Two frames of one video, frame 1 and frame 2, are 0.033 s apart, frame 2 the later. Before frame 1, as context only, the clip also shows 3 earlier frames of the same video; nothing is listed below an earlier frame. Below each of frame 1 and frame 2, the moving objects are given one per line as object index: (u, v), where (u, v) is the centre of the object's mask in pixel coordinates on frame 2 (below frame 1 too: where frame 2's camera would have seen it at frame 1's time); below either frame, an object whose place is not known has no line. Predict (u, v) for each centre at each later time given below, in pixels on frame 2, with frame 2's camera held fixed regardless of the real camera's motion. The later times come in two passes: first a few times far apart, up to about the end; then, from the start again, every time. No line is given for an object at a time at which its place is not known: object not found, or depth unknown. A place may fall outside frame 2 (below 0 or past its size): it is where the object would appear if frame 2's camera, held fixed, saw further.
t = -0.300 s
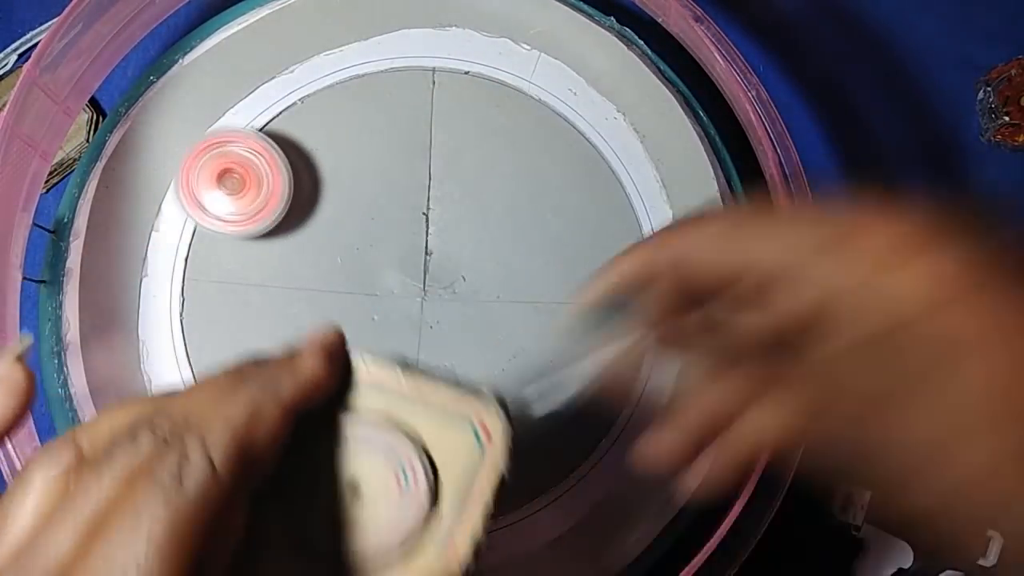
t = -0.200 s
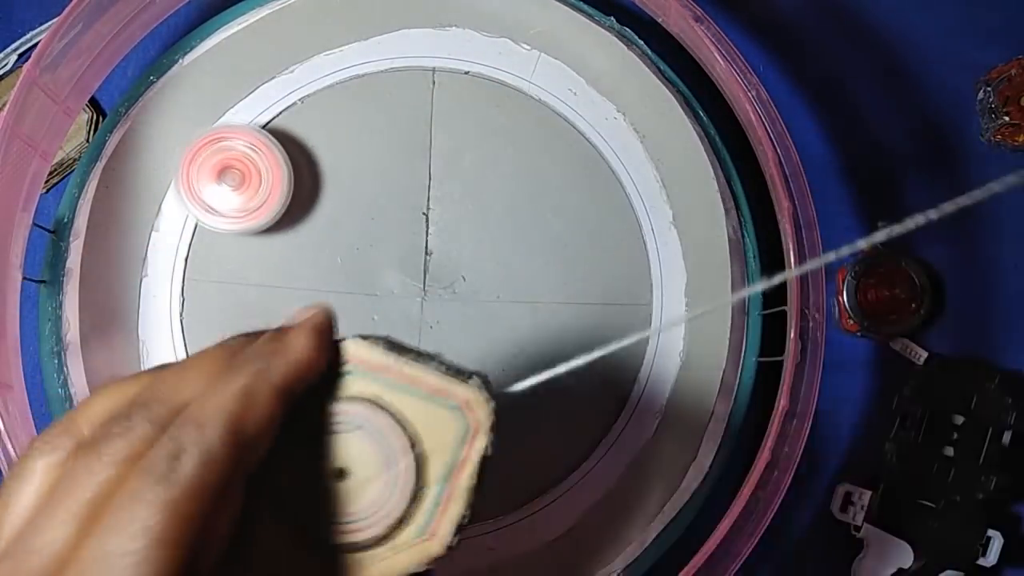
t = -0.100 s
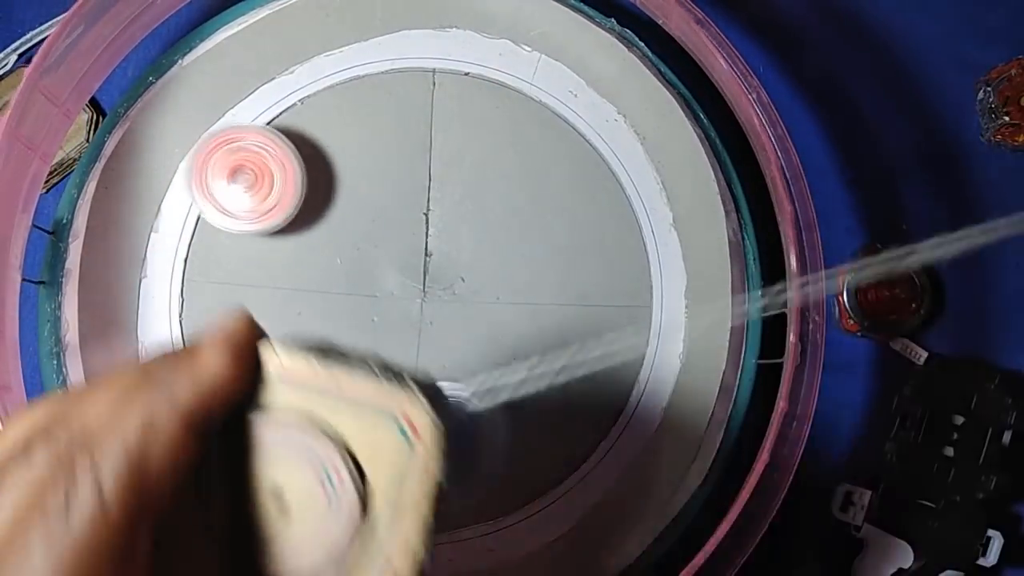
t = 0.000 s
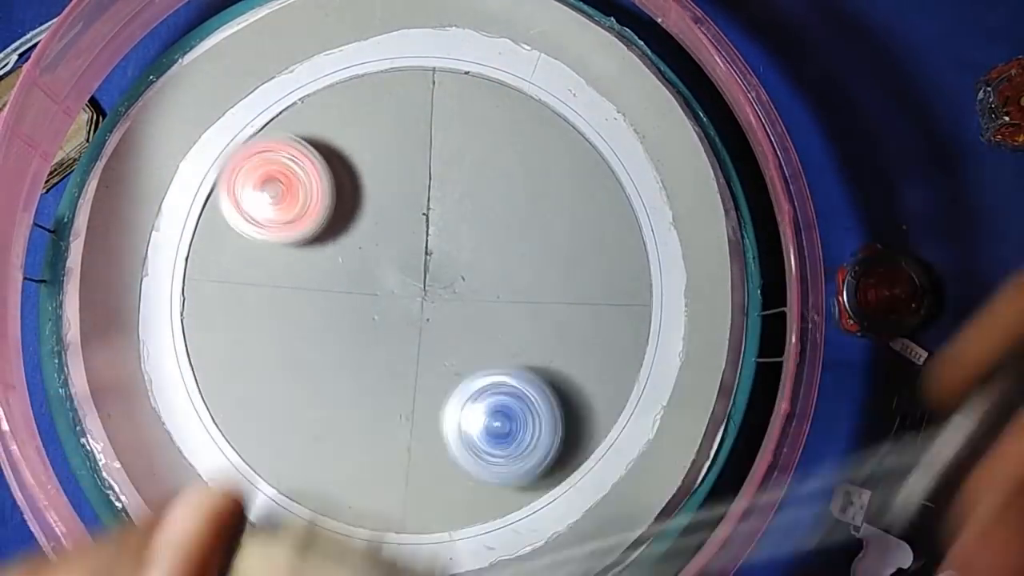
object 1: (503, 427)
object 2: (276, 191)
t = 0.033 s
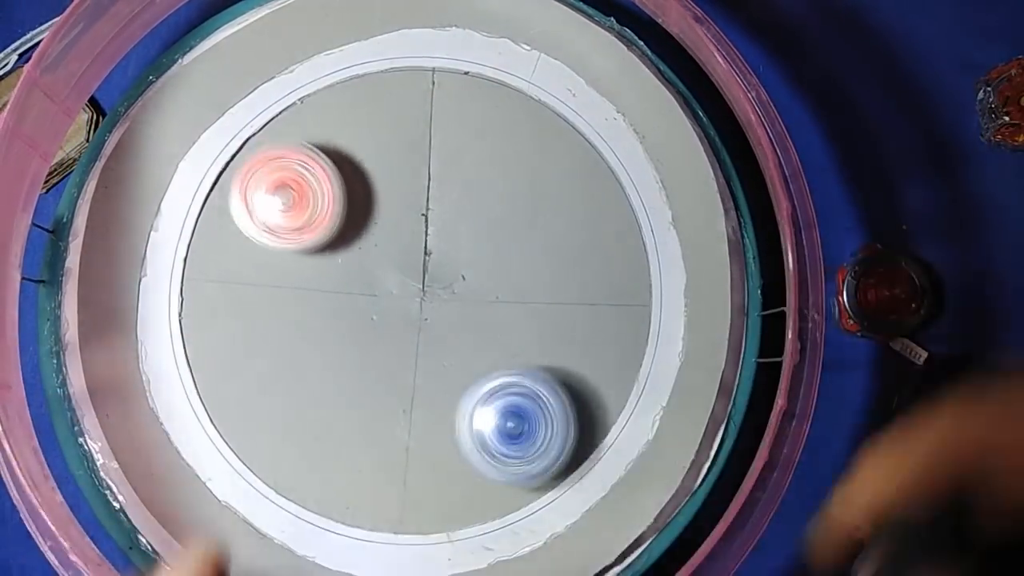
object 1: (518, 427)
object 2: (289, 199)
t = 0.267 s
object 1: (555, 402)
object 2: (428, 264)
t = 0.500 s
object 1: (518, 344)
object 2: (511, 207)
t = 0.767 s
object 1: (431, 294)
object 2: (450, 171)
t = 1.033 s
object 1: (373, 393)
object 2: (371, 243)
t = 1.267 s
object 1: (363, 445)
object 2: (420, 246)
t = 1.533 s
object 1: (368, 401)
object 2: (412, 225)
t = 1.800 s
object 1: (367, 355)
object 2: (426, 187)
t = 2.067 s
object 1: (344, 343)
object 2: (455, 182)
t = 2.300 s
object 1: (329, 315)
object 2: (454, 206)
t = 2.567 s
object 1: (255, 272)
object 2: (431, 309)
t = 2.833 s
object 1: (193, 221)
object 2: (424, 340)
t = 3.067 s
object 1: (215, 186)
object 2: (401, 277)
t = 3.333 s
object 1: (263, 144)
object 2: (389, 233)
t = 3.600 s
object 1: (306, 133)
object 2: (446, 252)
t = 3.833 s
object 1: (367, 188)
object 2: (452, 295)
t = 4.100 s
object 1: (401, 199)
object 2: (431, 383)
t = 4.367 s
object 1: (438, 241)
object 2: (386, 346)
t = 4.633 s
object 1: (465, 214)
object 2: (362, 283)
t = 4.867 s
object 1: (490, 234)
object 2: (375, 230)
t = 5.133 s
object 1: (529, 307)
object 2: (424, 229)
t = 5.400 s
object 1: (547, 395)
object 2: (426, 270)
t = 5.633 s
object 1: (495, 448)
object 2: (375, 271)
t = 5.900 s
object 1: (412, 432)
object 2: (417, 251)
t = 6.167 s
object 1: (367, 341)
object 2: (436, 255)
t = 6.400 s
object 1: (337, 267)
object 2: (454, 257)
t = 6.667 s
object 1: (332, 178)
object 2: (489, 268)
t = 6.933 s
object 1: (360, 115)
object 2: (441, 224)
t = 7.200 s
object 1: (415, 138)
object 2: (444, 228)
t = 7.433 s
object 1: (404, 159)
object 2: (420, 249)
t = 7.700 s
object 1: (370, 186)
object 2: (423, 251)
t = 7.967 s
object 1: (346, 210)
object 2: (419, 257)
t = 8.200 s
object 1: (335, 235)
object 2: (424, 251)
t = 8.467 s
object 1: (335, 249)
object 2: (427, 251)
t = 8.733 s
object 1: (337, 245)
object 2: (428, 252)
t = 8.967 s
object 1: (345, 234)
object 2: (431, 249)
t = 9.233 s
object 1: (349, 224)
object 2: (432, 250)
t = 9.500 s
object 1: (349, 223)
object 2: (431, 255)
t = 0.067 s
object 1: (530, 427)
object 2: (301, 206)
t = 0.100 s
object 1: (542, 426)
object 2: (320, 215)
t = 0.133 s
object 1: (549, 424)
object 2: (337, 226)
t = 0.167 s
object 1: (553, 420)
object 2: (359, 238)
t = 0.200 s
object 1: (556, 415)
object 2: (378, 251)
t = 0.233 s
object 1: (557, 409)
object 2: (398, 258)
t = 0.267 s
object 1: (555, 402)
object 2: (428, 264)
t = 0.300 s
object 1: (552, 393)
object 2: (456, 264)
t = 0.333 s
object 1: (548, 386)
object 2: (474, 258)
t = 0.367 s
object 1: (543, 375)
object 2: (485, 249)
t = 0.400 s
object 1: (538, 364)
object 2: (493, 241)
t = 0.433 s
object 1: (531, 350)
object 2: (500, 233)
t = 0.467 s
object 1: (524, 345)
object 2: (507, 223)
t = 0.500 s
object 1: (518, 344)
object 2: (511, 207)
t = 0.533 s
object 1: (510, 340)
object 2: (511, 197)
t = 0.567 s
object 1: (502, 332)
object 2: (508, 188)
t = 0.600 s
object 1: (493, 324)
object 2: (503, 180)
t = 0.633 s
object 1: (481, 314)
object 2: (495, 174)
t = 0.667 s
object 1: (473, 307)
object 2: (485, 171)
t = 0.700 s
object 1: (461, 300)
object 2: (474, 170)
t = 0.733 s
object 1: (448, 291)
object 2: (461, 172)
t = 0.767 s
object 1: (431, 294)
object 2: (450, 171)
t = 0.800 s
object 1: (412, 301)
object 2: (435, 166)
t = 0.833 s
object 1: (395, 311)
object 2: (421, 162)
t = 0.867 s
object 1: (386, 319)
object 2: (407, 173)
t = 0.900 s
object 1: (382, 330)
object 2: (392, 190)
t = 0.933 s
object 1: (381, 339)
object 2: (380, 208)
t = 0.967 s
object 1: (379, 350)
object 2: (370, 230)
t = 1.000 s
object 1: (376, 370)
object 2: (369, 242)
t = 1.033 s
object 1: (373, 393)
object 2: (371, 243)
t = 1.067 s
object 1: (370, 409)
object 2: (372, 249)
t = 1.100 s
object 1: (367, 421)
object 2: (373, 254)
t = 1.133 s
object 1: (366, 431)
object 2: (378, 258)
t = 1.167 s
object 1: (365, 437)
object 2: (382, 261)
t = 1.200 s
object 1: (364, 441)
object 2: (391, 255)
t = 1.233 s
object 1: (363, 444)
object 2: (406, 247)
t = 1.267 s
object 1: (363, 445)
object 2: (420, 246)
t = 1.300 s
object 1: (364, 446)
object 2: (425, 242)
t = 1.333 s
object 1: (365, 445)
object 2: (433, 240)
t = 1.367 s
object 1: (365, 442)
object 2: (435, 237)
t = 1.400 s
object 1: (365, 437)
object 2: (431, 229)
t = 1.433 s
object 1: (365, 431)
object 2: (425, 219)
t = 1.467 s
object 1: (366, 422)
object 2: (427, 219)
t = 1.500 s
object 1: (367, 412)
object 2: (420, 225)
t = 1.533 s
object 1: (368, 401)
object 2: (412, 225)
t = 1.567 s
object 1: (369, 389)
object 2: (411, 227)
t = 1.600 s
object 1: (372, 377)
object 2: (412, 236)
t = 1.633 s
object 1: (375, 365)
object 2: (416, 246)
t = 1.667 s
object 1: (372, 362)
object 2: (423, 240)
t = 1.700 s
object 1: (366, 364)
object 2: (432, 224)
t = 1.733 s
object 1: (365, 363)
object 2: (431, 210)
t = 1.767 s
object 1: (365, 361)
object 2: (430, 198)
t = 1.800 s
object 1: (367, 355)
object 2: (426, 187)
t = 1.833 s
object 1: (368, 347)
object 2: (421, 183)
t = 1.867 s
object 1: (371, 340)
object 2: (417, 188)
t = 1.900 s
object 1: (375, 331)
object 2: (411, 199)
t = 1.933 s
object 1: (376, 324)
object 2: (411, 210)
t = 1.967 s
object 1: (361, 336)
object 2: (430, 204)
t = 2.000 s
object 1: (355, 341)
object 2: (438, 196)
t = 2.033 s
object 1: (348, 342)
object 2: (447, 188)
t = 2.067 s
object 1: (344, 343)
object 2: (455, 182)
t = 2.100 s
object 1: (340, 341)
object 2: (457, 179)
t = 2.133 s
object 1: (336, 339)
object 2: (460, 179)
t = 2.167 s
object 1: (334, 336)
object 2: (463, 180)
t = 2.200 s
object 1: (332, 332)
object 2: (462, 184)
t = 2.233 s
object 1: (331, 327)
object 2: (460, 189)
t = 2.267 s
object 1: (330, 321)
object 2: (459, 196)
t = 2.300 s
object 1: (329, 315)
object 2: (454, 206)
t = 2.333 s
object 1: (328, 306)
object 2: (447, 217)
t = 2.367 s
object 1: (328, 297)
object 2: (438, 227)
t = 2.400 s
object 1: (322, 291)
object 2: (427, 240)
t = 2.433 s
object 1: (302, 287)
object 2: (432, 250)
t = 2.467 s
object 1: (288, 281)
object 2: (435, 265)
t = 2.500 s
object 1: (277, 279)
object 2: (436, 281)
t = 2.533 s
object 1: (266, 276)
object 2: (432, 297)
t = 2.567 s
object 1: (255, 272)
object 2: (431, 309)
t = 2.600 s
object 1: (244, 269)
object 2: (431, 321)
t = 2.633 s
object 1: (232, 263)
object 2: (434, 328)
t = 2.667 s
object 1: (221, 254)
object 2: (432, 334)
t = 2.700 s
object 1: (213, 247)
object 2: (432, 341)
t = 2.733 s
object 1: (206, 238)
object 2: (429, 343)
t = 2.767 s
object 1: (198, 230)
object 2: (427, 346)
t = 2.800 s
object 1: (191, 222)
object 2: (428, 344)
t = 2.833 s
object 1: (193, 221)
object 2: (424, 340)
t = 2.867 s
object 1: (196, 220)
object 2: (422, 336)
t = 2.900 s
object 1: (195, 213)
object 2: (418, 327)
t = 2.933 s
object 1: (198, 210)
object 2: (417, 321)
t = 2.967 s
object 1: (201, 205)
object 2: (419, 309)
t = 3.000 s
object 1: (207, 199)
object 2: (415, 301)
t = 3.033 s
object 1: (211, 192)
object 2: (408, 290)
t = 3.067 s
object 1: (215, 186)
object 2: (401, 277)
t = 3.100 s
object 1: (220, 179)
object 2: (391, 265)
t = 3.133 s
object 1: (228, 175)
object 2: (385, 246)
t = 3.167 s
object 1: (235, 169)
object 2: (381, 238)
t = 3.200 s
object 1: (243, 165)
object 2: (377, 230)
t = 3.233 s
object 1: (252, 162)
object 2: (370, 223)
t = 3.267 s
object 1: (258, 157)
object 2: (374, 225)
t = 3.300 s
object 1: (261, 149)
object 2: (384, 229)
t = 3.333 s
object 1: (263, 144)
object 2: (389, 233)
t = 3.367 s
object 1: (268, 141)
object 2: (397, 232)
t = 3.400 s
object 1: (274, 137)
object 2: (405, 241)
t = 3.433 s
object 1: (278, 134)
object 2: (415, 241)
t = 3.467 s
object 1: (283, 134)
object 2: (424, 248)
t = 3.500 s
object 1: (289, 133)
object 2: (431, 247)
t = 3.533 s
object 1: (294, 132)
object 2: (439, 248)
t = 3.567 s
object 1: (299, 133)
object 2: (444, 251)
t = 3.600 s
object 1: (306, 133)
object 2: (446, 252)
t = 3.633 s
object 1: (316, 138)
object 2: (448, 258)
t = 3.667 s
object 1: (322, 143)
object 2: (452, 259)
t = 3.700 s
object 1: (331, 151)
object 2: (451, 269)
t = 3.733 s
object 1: (339, 157)
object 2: (456, 276)
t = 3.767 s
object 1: (346, 167)
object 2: (450, 287)
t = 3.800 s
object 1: (357, 177)
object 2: (450, 288)
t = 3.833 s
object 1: (367, 188)
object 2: (452, 295)
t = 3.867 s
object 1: (376, 202)
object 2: (450, 296)
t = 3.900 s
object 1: (380, 192)
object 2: (451, 323)
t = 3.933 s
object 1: (381, 182)
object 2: (449, 338)
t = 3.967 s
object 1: (384, 182)
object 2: (447, 349)
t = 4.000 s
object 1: (385, 182)
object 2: (446, 360)
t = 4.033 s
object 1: (390, 186)
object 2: (440, 371)
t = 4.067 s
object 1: (395, 191)
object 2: (434, 374)
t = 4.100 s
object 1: (401, 199)
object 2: (431, 383)
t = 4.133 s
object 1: (408, 208)
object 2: (421, 382)
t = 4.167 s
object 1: (414, 218)
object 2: (418, 382)
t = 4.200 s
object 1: (418, 227)
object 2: (411, 381)
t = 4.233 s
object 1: (410, 227)
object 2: (406, 376)
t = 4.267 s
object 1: (409, 231)
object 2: (399, 368)
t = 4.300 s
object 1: (415, 238)
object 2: (399, 360)
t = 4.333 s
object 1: (428, 246)
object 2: (393, 357)
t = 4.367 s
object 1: (438, 241)
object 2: (386, 346)
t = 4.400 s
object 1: (445, 239)
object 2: (388, 339)
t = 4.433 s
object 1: (446, 234)
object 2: (385, 333)
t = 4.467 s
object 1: (452, 227)
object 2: (376, 324)
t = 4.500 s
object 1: (454, 220)
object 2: (376, 315)
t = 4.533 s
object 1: (455, 219)
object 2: (376, 311)
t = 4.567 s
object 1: (453, 219)
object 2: (373, 304)
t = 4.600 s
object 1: (459, 217)
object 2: (366, 293)
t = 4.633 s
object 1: (465, 214)
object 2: (362, 283)
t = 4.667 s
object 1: (470, 211)
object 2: (362, 274)
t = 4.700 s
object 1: (472, 213)
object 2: (362, 268)
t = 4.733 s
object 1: (473, 214)
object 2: (362, 260)
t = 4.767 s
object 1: (474, 218)
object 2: (367, 250)
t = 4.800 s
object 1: (477, 223)
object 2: (369, 245)
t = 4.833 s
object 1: (486, 228)
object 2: (370, 238)
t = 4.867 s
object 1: (490, 234)
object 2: (375, 230)
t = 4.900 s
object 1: (493, 240)
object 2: (382, 226)
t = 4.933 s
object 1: (497, 248)
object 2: (389, 222)
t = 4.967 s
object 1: (502, 257)
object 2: (395, 221)
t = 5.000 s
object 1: (507, 264)
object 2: (401, 218)
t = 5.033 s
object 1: (510, 274)
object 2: (412, 221)
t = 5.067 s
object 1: (516, 286)
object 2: (420, 226)
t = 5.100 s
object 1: (522, 297)
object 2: (422, 228)
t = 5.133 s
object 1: (529, 307)
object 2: (424, 229)
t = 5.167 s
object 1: (535, 317)
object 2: (428, 232)
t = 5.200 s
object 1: (540, 330)
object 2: (430, 236)
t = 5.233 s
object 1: (544, 341)
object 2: (430, 248)
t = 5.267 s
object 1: (549, 351)
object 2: (426, 257)
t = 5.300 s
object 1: (551, 363)
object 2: (423, 258)
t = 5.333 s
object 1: (551, 374)
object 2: (423, 258)
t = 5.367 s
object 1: (552, 386)
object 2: (427, 261)
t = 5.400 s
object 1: (547, 395)
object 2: (426, 270)
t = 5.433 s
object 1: (541, 404)
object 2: (423, 281)
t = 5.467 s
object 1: (535, 414)
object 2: (409, 286)
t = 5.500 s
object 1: (527, 422)
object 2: (401, 281)
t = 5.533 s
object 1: (520, 430)
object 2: (400, 279)
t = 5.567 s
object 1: (513, 438)
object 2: (397, 278)
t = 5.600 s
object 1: (504, 443)
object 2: (386, 279)
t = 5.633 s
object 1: (495, 448)
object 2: (375, 271)
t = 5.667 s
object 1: (486, 453)
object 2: (372, 261)
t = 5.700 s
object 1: (465, 456)
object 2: (384, 269)
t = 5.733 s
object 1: (457, 457)
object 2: (381, 274)
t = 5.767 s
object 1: (447, 454)
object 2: (378, 273)
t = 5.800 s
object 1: (439, 451)
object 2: (379, 264)
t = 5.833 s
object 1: (429, 447)
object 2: (387, 252)
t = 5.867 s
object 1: (419, 440)
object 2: (404, 245)
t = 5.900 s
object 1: (412, 432)
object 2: (417, 251)
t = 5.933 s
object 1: (404, 422)
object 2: (421, 259)
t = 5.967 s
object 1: (396, 413)
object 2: (420, 263)
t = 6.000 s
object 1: (388, 401)
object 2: (416, 263)
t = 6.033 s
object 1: (383, 390)
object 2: (413, 258)
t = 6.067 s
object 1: (378, 377)
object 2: (415, 251)
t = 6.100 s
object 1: (374, 365)
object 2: (420, 248)
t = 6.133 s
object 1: (371, 351)
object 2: (426, 251)
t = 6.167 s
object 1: (367, 341)
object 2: (436, 255)
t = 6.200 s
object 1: (358, 331)
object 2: (451, 254)
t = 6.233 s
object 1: (353, 320)
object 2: (462, 258)
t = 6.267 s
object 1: (348, 311)
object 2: (463, 258)
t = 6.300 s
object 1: (345, 299)
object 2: (462, 258)
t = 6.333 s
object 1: (344, 288)
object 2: (458, 258)
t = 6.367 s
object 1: (341, 278)
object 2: (455, 258)
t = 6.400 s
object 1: (337, 267)
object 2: (454, 257)
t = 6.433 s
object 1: (335, 256)
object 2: (455, 258)
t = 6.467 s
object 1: (333, 244)
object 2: (458, 260)
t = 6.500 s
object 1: (331, 233)
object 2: (464, 264)
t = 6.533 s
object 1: (329, 223)
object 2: (473, 268)
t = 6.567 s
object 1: (329, 213)
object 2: (482, 269)
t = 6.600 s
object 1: (328, 200)
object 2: (487, 269)
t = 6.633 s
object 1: (330, 189)
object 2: (489, 268)
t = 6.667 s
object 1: (332, 178)
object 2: (489, 268)
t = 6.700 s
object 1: (334, 169)
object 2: (486, 269)
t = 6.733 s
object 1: (336, 160)
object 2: (481, 269)
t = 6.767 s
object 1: (338, 149)
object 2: (472, 268)
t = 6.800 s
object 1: (341, 142)
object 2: (462, 264)
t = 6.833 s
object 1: (344, 133)
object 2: (453, 256)
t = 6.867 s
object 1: (349, 127)
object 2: (446, 247)
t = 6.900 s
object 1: (353, 120)
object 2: (442, 236)
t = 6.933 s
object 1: (360, 115)
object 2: (441, 224)
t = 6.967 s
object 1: (367, 114)
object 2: (443, 216)
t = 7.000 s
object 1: (375, 113)
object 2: (445, 212)
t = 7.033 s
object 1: (384, 118)
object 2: (445, 210)
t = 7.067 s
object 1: (391, 119)
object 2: (445, 211)
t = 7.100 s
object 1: (401, 124)
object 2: (444, 216)
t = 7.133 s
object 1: (407, 130)
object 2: (444, 220)
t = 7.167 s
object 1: (413, 134)
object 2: (442, 223)
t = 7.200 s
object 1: (415, 138)
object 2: (444, 228)
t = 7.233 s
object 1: (414, 142)
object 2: (441, 231)
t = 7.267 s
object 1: (416, 144)
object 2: (435, 234)
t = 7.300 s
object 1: (418, 150)
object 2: (429, 239)
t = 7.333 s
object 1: (416, 154)
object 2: (426, 243)
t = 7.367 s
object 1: (413, 154)
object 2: (424, 245)
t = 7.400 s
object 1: (407, 155)
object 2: (422, 246)
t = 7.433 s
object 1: (404, 159)
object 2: (420, 249)
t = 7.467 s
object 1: (401, 160)
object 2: (420, 250)
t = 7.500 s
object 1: (395, 162)
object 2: (421, 249)
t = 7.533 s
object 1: (391, 165)
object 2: (420, 249)
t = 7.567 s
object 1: (388, 171)
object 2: (421, 251)
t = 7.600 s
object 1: (384, 178)
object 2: (422, 252)
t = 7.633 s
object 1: (379, 180)
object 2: (423, 251)
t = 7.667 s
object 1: (373, 183)
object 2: (424, 250)
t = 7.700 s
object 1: (370, 186)
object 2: (423, 251)
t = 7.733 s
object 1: (365, 189)
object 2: (422, 253)
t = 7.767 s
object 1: (361, 192)
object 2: (420, 254)
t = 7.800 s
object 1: (358, 195)
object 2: (420, 255)
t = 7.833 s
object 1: (356, 198)
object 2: (419, 256)
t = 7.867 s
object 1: (356, 202)
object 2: (418, 258)
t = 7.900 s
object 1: (353, 204)
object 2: (418, 258)
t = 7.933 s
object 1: (348, 207)
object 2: (419, 258)
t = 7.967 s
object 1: (346, 210)
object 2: (419, 257)
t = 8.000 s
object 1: (343, 216)
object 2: (421, 256)
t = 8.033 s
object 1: (341, 221)
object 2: (422, 254)
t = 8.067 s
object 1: (340, 224)
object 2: (424, 253)
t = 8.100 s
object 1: (338, 227)
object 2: (424, 252)
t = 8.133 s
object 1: (336, 230)
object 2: (424, 252)
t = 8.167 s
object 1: (334, 233)
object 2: (424, 252)
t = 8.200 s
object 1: (335, 235)
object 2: (424, 251)
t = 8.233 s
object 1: (334, 238)
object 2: (425, 251)
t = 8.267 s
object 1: (333, 241)
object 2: (425, 252)
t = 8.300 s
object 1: (334, 242)
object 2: (425, 253)
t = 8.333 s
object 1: (334, 245)
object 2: (425, 253)
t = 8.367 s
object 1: (334, 248)
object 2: (425, 253)
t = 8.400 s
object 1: (335, 249)
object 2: (426, 253)
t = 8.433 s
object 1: (335, 249)
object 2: (427, 252)
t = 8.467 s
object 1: (335, 249)
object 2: (427, 251)
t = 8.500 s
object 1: (333, 250)
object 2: (427, 249)
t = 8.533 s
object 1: (332, 250)
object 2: (428, 247)
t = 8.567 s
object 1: (333, 249)
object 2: (428, 247)
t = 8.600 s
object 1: (335, 249)
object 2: (429, 247)
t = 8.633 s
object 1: (336, 247)
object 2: (429, 249)
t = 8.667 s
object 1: (336, 246)
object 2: (428, 251)
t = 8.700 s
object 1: (336, 245)
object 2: (427, 252)
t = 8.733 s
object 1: (337, 245)
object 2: (428, 252)
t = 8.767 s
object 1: (339, 243)
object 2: (428, 251)
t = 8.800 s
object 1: (340, 242)
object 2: (429, 251)
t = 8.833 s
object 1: (340, 239)
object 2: (428, 251)
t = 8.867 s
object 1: (341, 238)
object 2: (429, 251)
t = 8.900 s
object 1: (342, 237)
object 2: (429, 250)
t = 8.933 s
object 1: (343, 235)
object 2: (430, 249)
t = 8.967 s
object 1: (345, 234)
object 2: (431, 249)
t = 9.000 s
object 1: (347, 231)
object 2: (432, 249)
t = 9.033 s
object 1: (344, 230)
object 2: (430, 250)
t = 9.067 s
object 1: (341, 227)
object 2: (429, 251)
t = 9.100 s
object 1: (340, 225)
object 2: (428, 251)
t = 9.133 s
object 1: (340, 224)
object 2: (428, 251)
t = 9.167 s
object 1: (341, 226)
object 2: (430, 250)
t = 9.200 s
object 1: (346, 226)
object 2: (431, 250)
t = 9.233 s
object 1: (349, 224)
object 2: (432, 250)
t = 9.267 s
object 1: (350, 223)
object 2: (432, 251)
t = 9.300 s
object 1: (348, 223)
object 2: (431, 252)
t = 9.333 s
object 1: (349, 222)
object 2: (430, 253)
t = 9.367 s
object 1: (348, 224)
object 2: (431, 253)
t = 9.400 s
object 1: (350, 222)
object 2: (431, 252)
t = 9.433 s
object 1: (351, 223)
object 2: (432, 252)
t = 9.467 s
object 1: (351, 222)
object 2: (432, 253)
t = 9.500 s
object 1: (349, 223)
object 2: (431, 255)
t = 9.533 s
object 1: (349, 223)
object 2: (430, 256)
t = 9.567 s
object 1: (349, 224)
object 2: (430, 256)
